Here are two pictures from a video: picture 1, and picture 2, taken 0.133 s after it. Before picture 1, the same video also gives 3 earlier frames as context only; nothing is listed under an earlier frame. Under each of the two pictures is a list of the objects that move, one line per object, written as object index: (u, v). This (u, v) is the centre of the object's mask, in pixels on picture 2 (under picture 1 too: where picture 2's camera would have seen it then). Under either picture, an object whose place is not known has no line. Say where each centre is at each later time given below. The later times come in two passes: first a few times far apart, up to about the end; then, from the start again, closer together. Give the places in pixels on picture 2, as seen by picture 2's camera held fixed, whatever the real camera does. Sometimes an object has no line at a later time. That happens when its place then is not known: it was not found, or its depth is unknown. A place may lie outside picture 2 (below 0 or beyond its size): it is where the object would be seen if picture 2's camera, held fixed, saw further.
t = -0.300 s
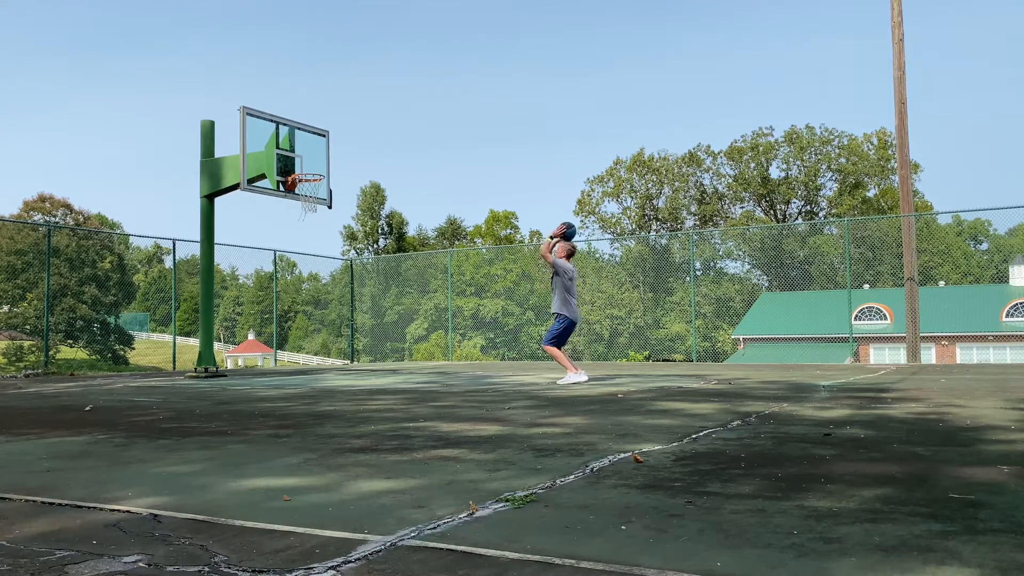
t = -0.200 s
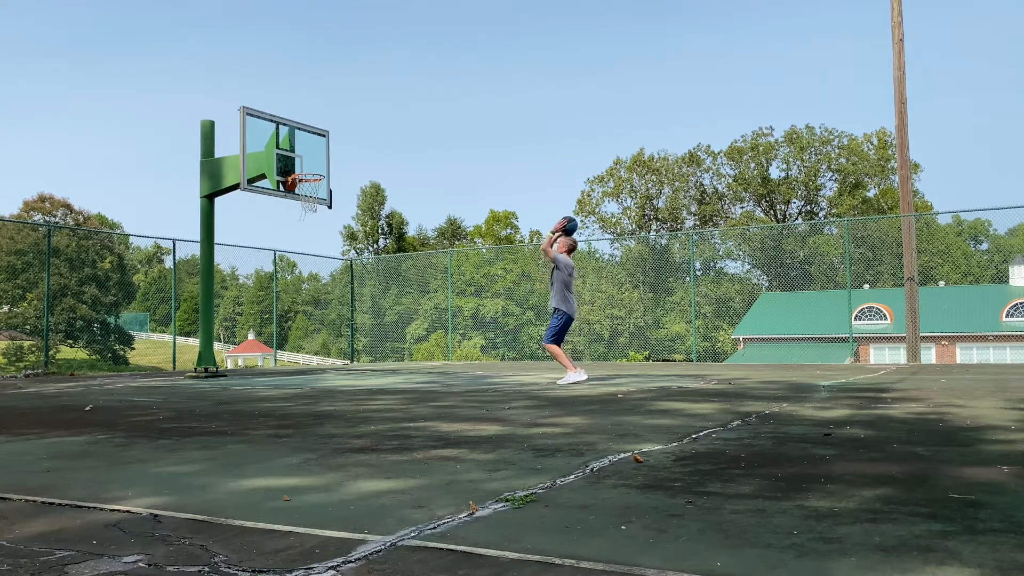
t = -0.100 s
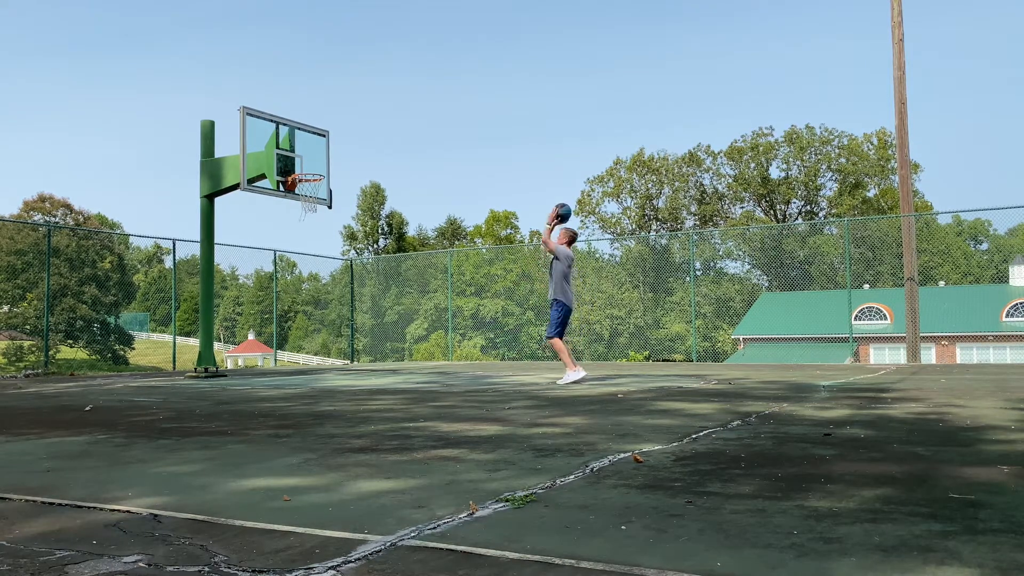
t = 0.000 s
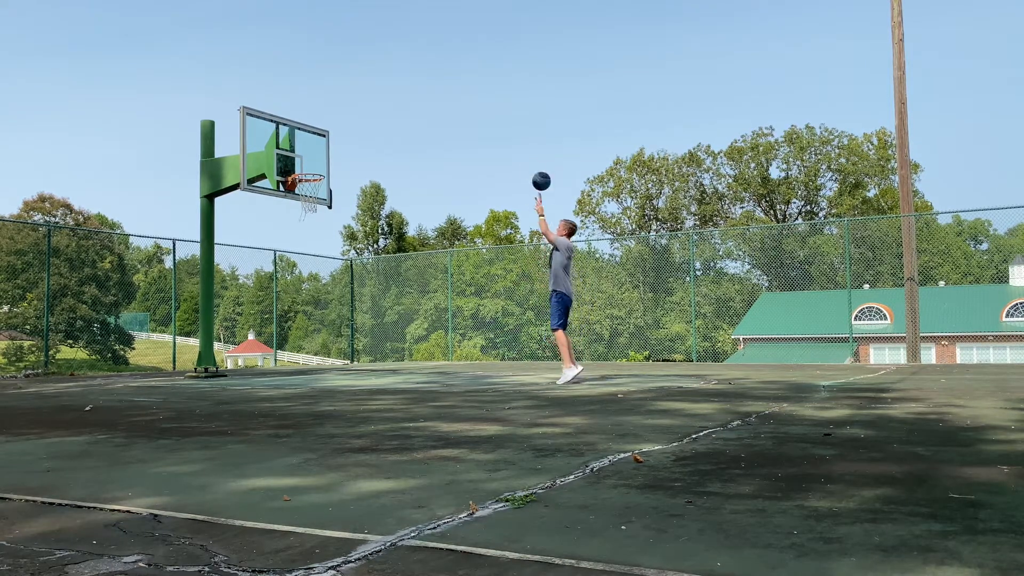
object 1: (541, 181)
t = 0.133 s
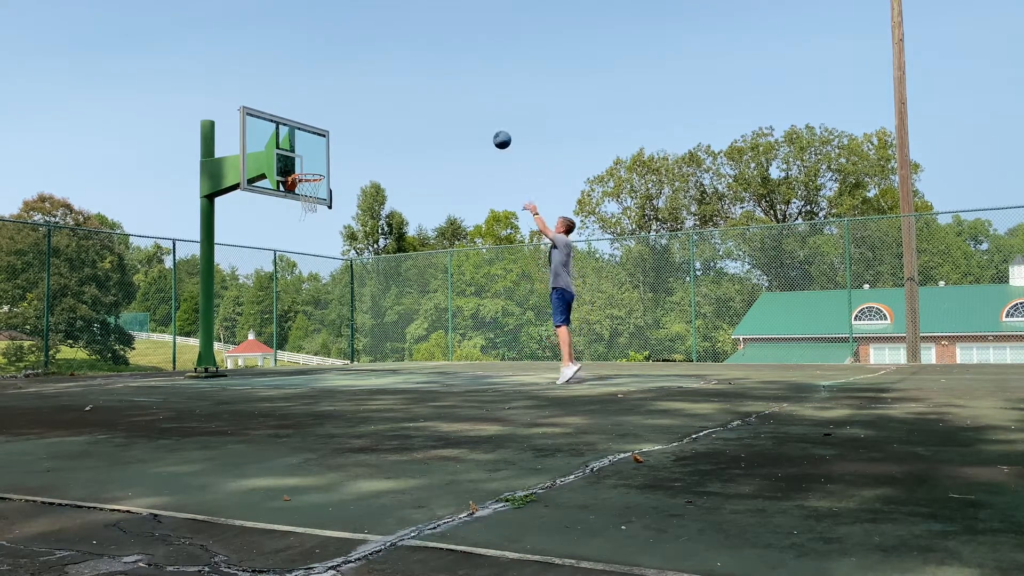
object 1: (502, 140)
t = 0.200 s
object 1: (483, 125)
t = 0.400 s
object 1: (430, 101)
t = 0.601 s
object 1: (382, 105)
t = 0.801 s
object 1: (337, 136)
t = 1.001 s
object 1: (300, 181)
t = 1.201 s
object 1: (323, 194)
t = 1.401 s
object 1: (333, 208)
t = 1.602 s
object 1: (342, 248)
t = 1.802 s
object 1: (351, 315)
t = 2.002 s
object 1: (354, 354)
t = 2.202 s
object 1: (347, 320)
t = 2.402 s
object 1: (339, 312)
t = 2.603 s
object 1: (330, 330)
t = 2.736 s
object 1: (325, 358)
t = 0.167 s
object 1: (492, 132)
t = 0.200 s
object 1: (483, 125)
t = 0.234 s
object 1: (474, 119)
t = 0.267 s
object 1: (465, 114)
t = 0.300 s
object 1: (456, 109)
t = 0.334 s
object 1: (447, 106)
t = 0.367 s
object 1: (438, 103)
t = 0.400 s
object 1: (430, 101)
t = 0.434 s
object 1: (422, 100)
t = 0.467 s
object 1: (413, 99)
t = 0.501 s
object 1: (405, 100)
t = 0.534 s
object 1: (397, 101)
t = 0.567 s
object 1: (389, 103)
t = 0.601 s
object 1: (382, 105)
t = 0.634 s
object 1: (374, 109)
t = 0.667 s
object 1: (366, 113)
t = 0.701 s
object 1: (359, 117)
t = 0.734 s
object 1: (351, 123)
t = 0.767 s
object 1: (344, 129)
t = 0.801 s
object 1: (337, 136)
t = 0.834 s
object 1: (330, 143)
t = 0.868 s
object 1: (322, 152)
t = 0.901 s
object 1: (315, 160)
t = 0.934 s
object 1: (309, 168)
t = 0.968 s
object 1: (304, 173)
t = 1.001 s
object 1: (300, 181)
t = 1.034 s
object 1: (304, 183)
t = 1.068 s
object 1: (308, 187)
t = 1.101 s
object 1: (313, 190)
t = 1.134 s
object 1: (317, 193)
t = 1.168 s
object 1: (320, 193)
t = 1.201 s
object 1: (323, 194)
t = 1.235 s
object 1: (325, 195)
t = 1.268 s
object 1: (327, 196)
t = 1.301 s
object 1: (329, 197)
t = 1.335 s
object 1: (330, 200)
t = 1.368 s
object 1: (331, 204)
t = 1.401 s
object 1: (333, 208)
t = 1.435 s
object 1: (334, 213)
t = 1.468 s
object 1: (336, 218)
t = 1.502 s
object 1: (337, 225)
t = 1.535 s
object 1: (339, 232)
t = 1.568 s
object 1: (341, 239)
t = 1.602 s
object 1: (342, 248)
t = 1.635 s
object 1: (343, 257)
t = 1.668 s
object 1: (345, 267)
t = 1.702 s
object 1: (347, 279)
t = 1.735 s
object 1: (348, 289)
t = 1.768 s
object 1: (349, 301)
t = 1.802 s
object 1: (351, 315)
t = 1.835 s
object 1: (353, 328)
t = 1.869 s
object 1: (354, 342)
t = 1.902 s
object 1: (356, 358)
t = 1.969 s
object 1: (356, 363)
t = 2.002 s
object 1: (354, 354)
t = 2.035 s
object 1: (353, 347)
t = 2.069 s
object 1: (352, 341)
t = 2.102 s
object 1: (351, 334)
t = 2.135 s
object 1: (349, 329)
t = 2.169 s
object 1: (348, 324)
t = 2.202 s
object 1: (347, 320)
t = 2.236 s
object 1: (345, 316)
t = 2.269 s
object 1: (344, 315)
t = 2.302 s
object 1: (343, 313)
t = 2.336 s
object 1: (342, 312)
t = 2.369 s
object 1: (341, 311)
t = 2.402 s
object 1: (339, 312)
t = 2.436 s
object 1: (337, 313)
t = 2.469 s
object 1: (336, 315)
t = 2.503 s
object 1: (334, 317)
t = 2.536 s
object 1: (332, 321)
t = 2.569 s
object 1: (331, 325)
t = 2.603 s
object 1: (330, 330)
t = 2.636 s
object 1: (329, 337)
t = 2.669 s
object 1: (327, 343)
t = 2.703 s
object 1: (326, 350)
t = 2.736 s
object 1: (325, 358)
